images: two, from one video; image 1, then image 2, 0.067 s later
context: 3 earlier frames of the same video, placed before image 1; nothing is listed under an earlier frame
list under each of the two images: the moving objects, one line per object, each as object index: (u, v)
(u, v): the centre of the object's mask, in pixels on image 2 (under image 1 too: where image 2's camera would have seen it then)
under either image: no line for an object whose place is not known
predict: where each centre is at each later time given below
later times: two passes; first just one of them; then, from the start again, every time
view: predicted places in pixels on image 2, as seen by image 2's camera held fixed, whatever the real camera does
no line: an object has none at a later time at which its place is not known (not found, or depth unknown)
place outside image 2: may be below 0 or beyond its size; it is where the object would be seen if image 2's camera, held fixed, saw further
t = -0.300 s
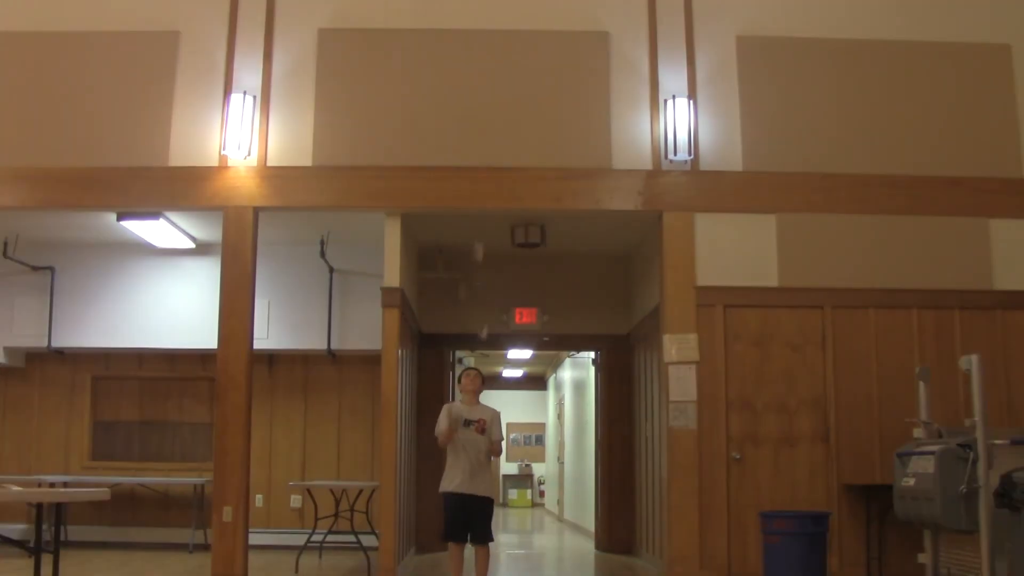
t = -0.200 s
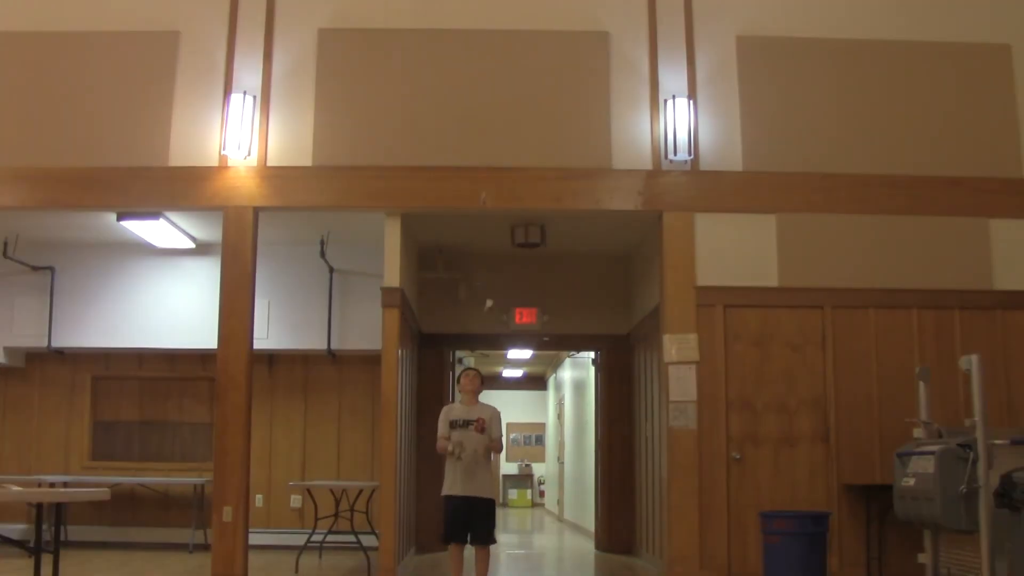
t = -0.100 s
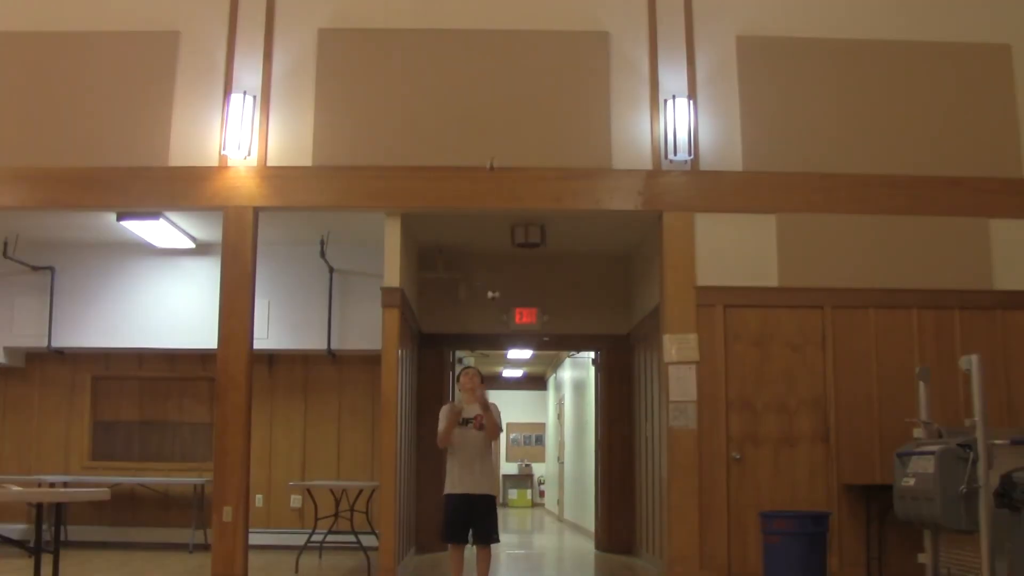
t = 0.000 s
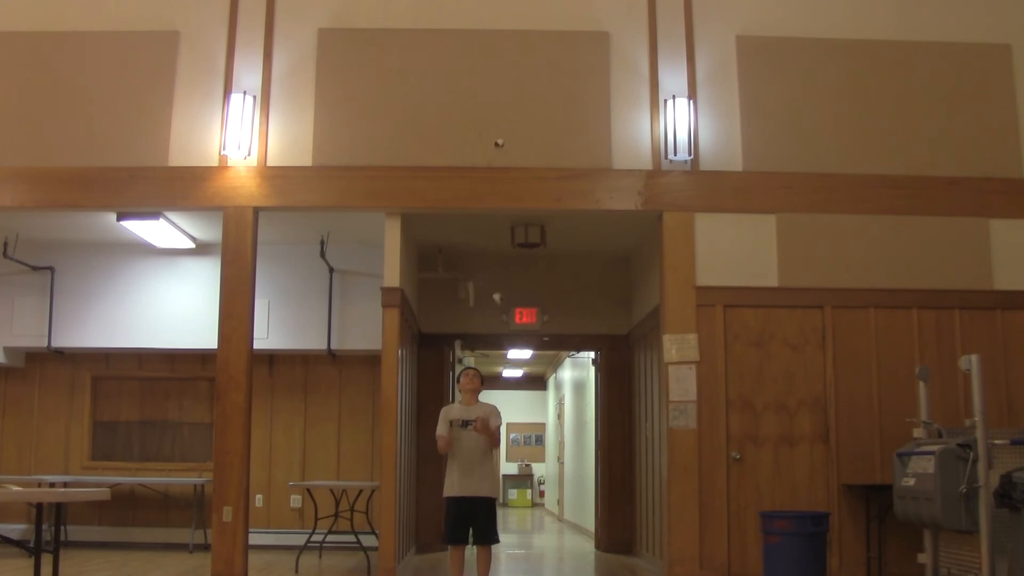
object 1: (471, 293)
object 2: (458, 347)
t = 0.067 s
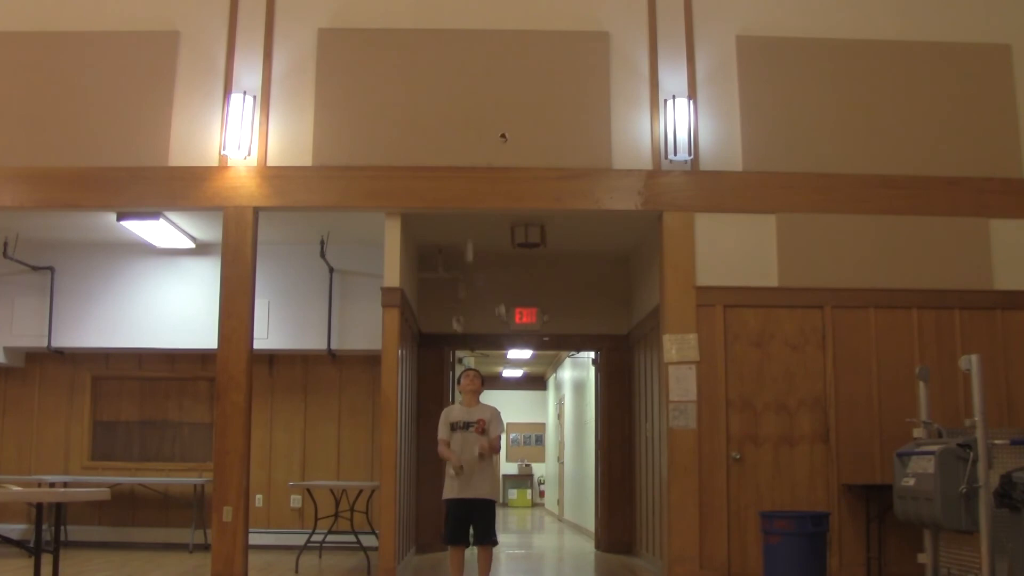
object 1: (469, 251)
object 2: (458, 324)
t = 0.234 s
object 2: (454, 290)
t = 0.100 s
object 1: (468, 231)
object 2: (457, 315)
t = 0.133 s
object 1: (466, 214)
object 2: (456, 304)
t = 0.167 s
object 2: (455, 298)
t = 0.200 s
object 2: (455, 293)
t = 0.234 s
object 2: (454, 290)
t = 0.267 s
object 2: (453, 288)
